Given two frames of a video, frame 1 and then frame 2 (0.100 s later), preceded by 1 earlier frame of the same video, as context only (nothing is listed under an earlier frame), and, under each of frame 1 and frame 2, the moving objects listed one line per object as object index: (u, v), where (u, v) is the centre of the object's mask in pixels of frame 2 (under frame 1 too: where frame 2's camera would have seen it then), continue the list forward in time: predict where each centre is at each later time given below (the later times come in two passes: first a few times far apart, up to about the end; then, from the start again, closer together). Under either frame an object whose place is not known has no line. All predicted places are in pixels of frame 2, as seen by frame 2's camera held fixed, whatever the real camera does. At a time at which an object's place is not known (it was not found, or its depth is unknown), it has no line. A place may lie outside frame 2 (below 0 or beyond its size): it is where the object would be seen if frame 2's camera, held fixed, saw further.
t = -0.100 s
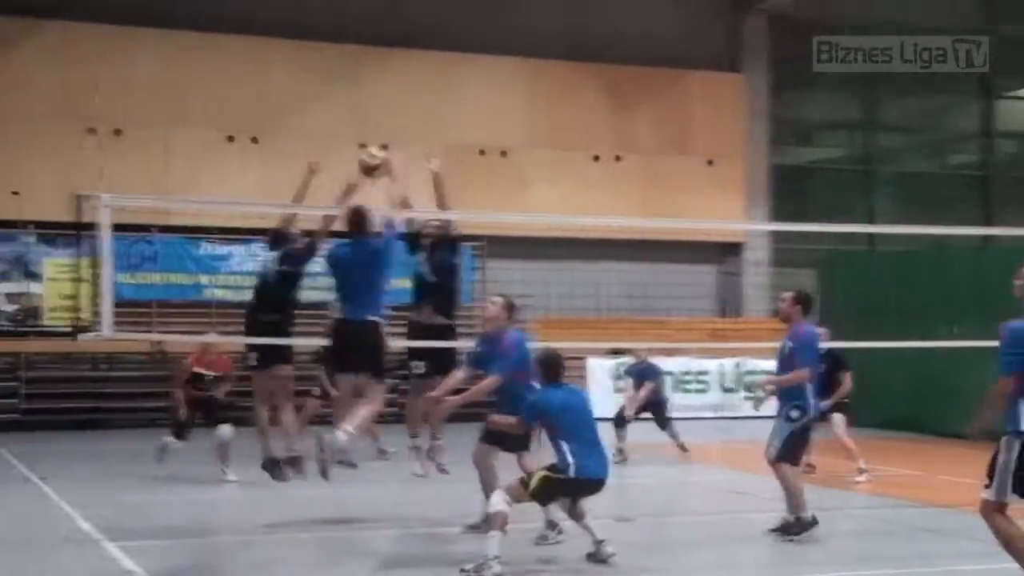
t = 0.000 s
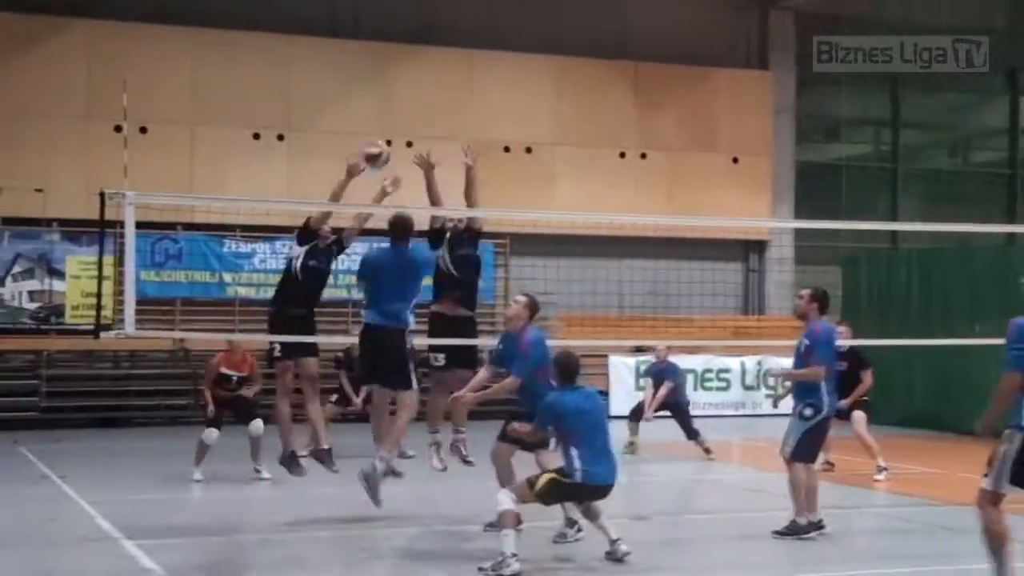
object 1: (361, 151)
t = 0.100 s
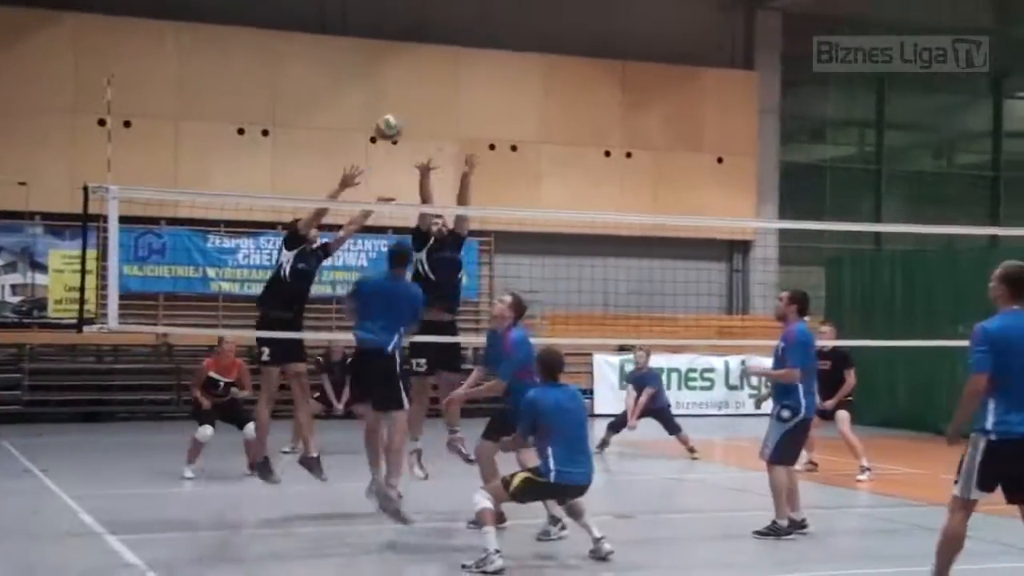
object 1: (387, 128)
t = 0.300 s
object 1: (440, 120)
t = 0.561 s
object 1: (506, 185)
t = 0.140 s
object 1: (398, 123)
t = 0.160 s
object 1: (403, 122)
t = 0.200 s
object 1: (414, 117)
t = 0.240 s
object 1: (425, 117)
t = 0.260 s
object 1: (429, 117)
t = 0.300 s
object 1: (440, 120)
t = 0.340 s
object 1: (450, 124)
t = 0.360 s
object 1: (455, 127)
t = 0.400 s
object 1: (466, 135)
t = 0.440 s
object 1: (475, 143)
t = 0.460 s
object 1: (480, 150)
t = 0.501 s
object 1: (489, 161)
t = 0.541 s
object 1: (501, 176)
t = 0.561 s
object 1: (506, 185)
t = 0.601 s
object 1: (515, 202)
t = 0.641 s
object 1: (526, 221)
